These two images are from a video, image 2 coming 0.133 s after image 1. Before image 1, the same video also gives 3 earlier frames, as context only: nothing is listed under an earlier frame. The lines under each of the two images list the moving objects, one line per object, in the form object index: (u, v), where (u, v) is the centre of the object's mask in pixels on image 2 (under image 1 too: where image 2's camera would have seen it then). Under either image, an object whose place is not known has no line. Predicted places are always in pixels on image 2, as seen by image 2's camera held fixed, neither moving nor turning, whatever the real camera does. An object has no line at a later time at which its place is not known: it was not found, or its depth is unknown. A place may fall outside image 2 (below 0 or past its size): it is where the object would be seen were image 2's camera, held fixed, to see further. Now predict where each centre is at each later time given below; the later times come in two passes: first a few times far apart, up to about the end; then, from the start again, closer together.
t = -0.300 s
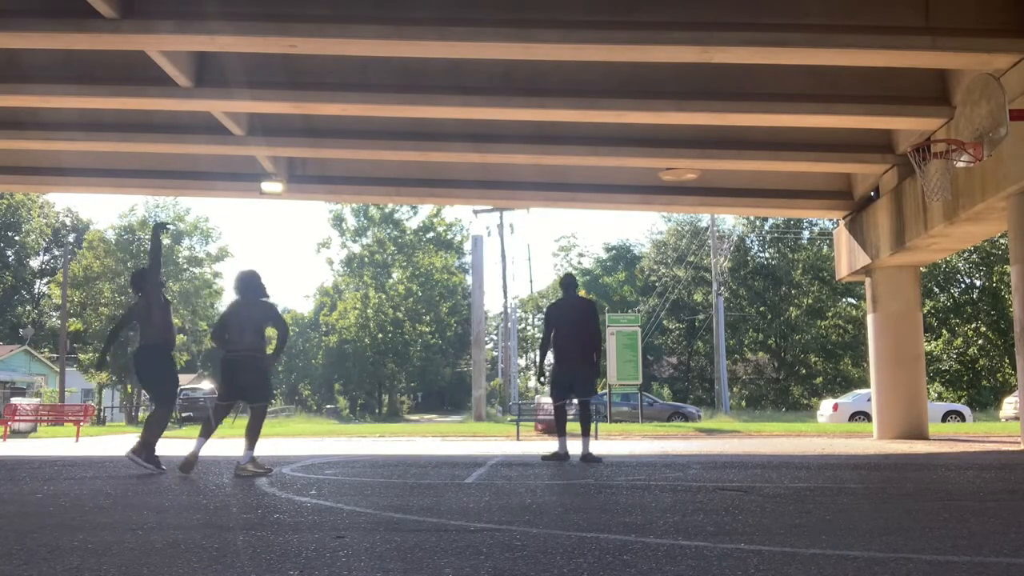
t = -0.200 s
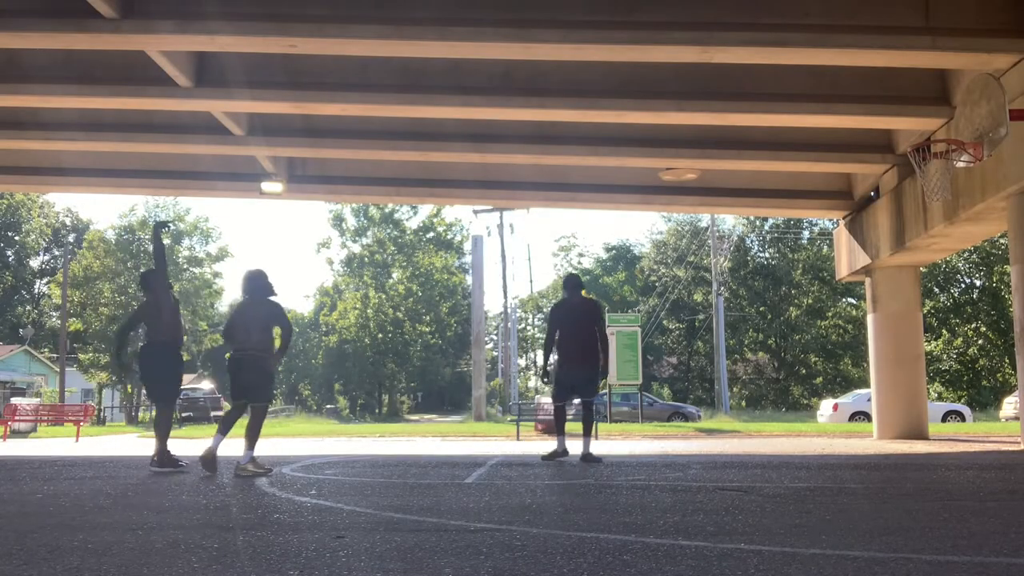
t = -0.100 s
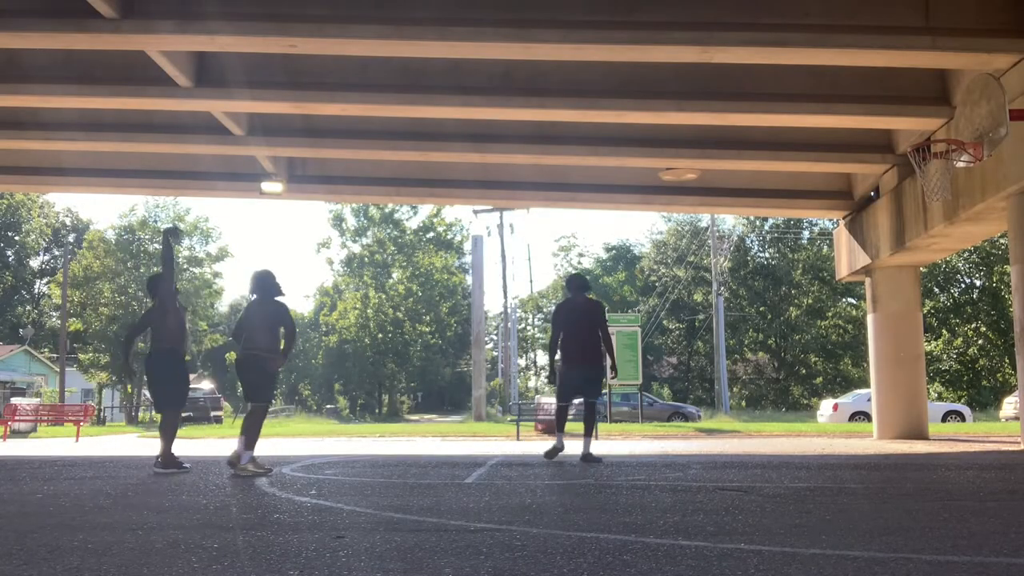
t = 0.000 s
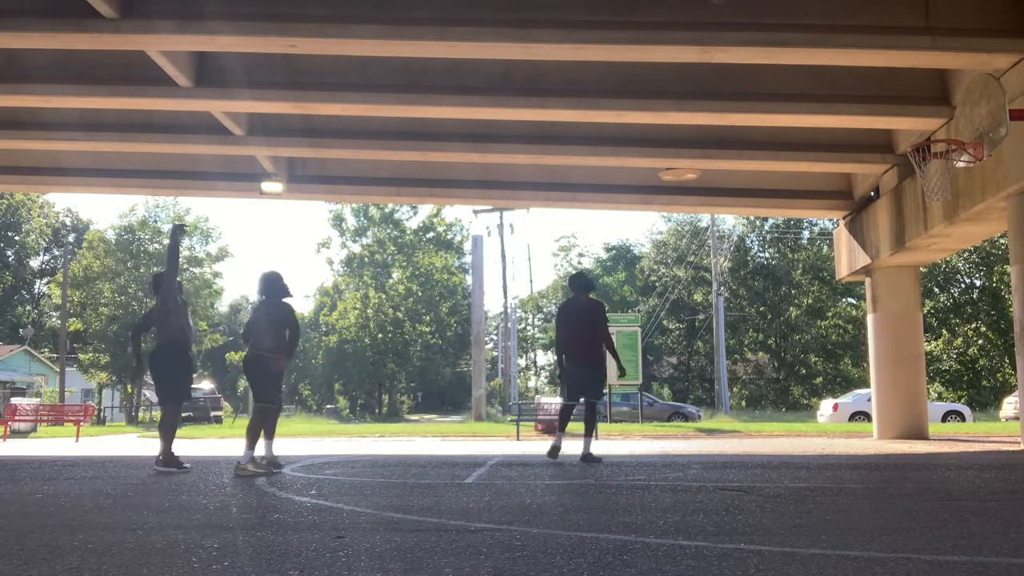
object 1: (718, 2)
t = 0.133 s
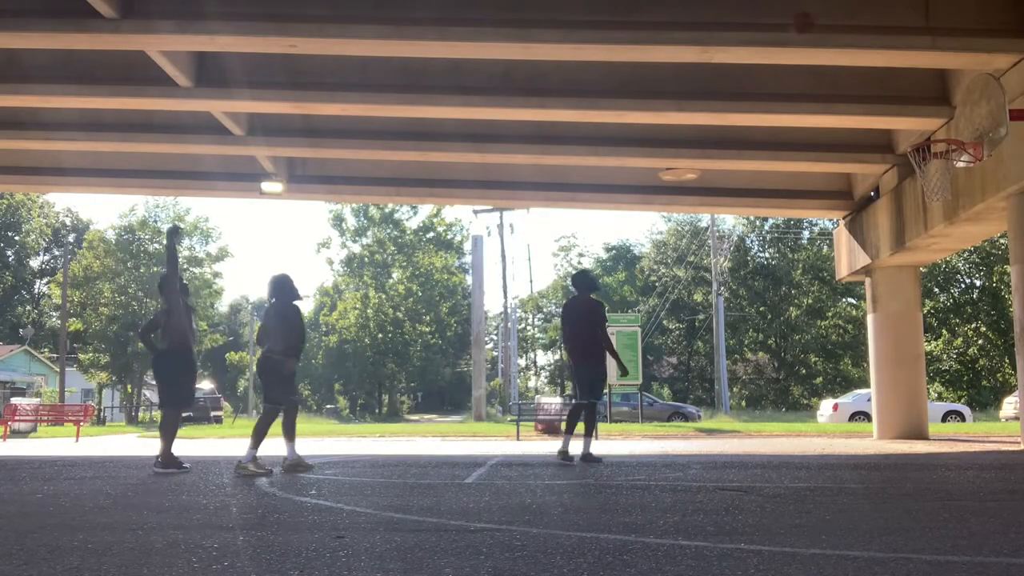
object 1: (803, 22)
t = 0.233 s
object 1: (864, 61)
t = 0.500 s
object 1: (939, 92)
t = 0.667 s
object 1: (913, 56)
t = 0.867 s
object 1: (889, 51)
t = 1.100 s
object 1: (865, 88)
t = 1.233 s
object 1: (854, 126)
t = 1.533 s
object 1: (830, 261)
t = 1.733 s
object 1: (819, 386)
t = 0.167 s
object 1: (823, 35)
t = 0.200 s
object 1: (843, 48)
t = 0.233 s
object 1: (864, 61)
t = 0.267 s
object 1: (886, 76)
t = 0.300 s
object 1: (907, 91)
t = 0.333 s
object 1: (928, 110)
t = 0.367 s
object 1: (948, 126)
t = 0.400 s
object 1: (955, 127)
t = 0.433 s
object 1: (949, 115)
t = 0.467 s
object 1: (947, 104)
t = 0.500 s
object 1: (939, 92)
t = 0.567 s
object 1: (928, 75)
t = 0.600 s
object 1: (922, 68)
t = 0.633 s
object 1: (918, 61)
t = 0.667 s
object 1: (913, 56)
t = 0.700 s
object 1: (909, 53)
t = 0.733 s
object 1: (905, 50)
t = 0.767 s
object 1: (900, 49)
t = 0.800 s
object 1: (896, 49)
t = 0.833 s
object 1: (893, 49)
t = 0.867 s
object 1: (889, 51)
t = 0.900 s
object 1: (885, 53)
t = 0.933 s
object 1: (881, 56)
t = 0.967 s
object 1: (878, 61)
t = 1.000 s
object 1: (874, 66)
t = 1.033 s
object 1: (871, 73)
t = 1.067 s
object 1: (868, 80)
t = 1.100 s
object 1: (865, 88)
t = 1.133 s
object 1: (862, 93)
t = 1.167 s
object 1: (859, 106)
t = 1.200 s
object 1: (856, 116)
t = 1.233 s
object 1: (854, 126)
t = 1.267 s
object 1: (850, 140)
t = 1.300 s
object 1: (848, 153)
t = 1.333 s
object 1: (845, 165)
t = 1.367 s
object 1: (842, 180)
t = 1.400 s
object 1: (841, 194)
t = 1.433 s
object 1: (837, 210)
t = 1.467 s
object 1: (835, 227)
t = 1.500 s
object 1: (833, 244)
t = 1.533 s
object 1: (830, 261)
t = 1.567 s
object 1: (828, 280)
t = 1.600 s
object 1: (827, 300)
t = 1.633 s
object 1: (825, 320)
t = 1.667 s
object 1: (823, 341)
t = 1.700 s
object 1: (821, 363)
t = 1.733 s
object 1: (819, 386)
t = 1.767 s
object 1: (816, 408)
